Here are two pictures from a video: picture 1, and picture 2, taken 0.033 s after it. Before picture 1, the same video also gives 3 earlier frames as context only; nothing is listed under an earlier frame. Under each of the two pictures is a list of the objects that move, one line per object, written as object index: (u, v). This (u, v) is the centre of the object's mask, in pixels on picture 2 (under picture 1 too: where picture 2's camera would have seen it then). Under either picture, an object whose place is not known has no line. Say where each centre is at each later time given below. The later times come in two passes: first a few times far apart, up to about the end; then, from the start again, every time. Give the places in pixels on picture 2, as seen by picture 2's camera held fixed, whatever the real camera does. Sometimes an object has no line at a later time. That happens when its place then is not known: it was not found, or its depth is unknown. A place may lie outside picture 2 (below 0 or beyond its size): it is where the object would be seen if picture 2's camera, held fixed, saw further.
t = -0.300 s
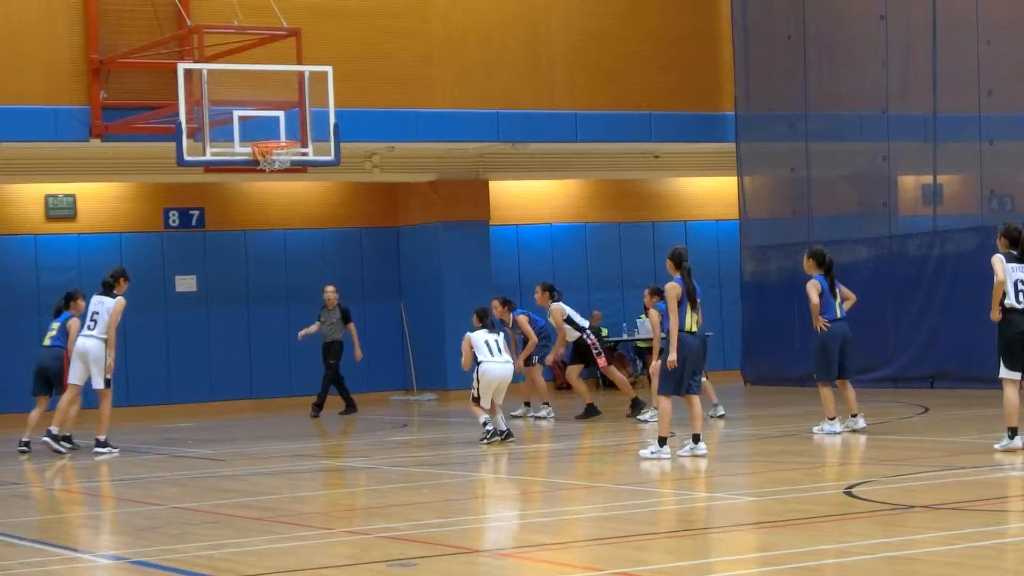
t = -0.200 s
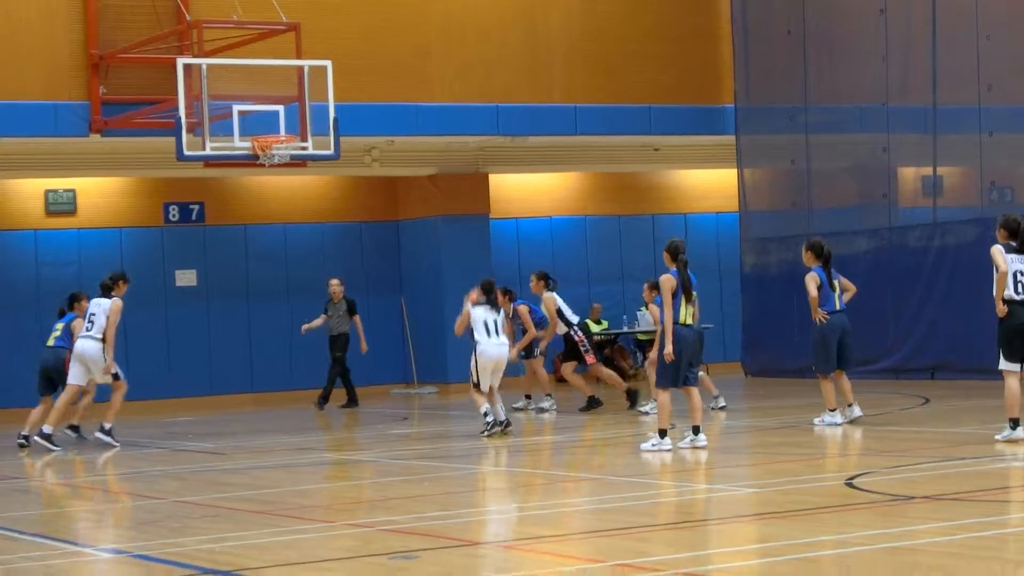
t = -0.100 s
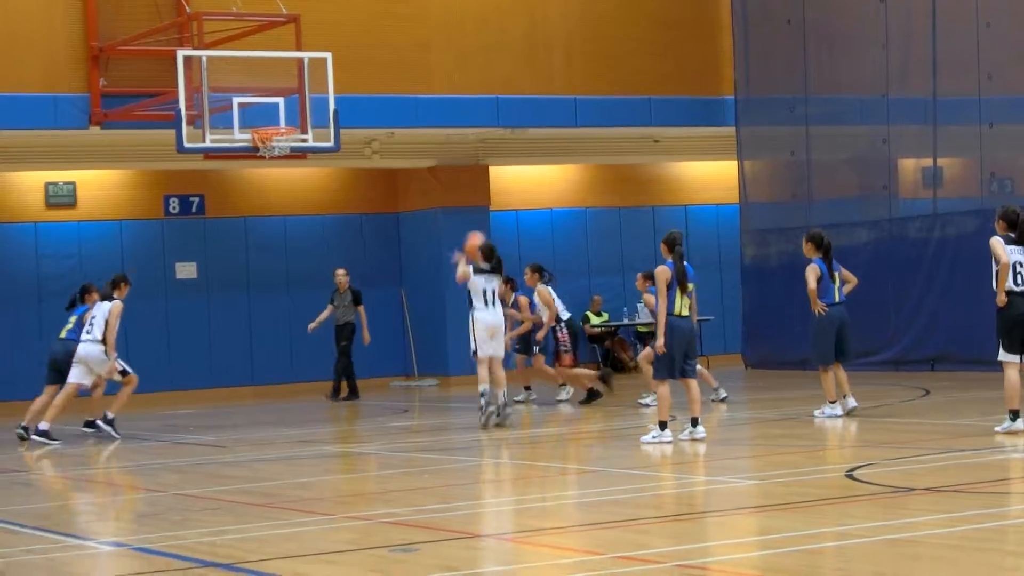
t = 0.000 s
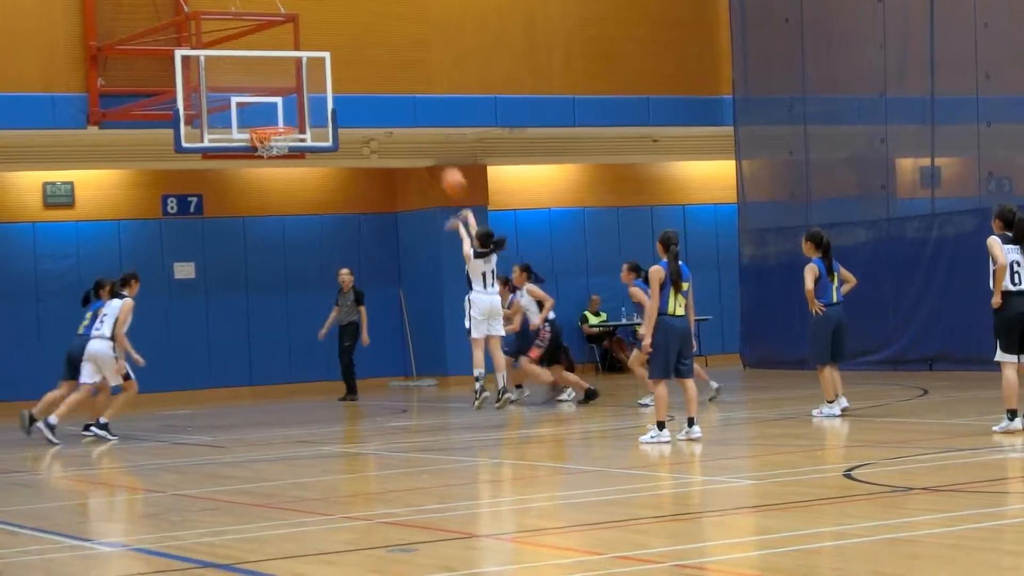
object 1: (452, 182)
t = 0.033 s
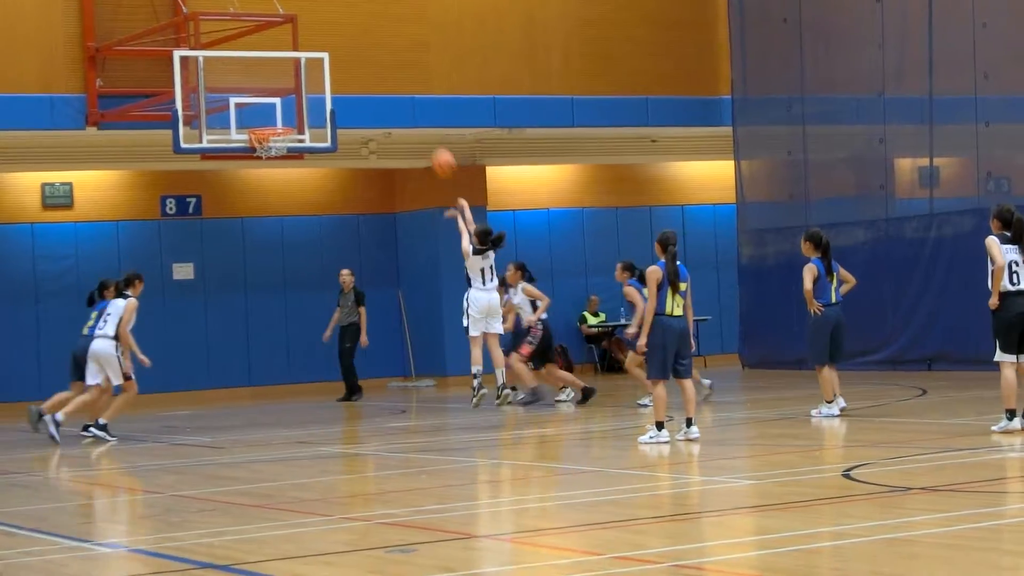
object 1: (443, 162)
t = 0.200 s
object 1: (402, 84)
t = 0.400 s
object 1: (357, 31)
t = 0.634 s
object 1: (311, 22)
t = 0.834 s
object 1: (276, 53)
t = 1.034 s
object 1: (252, 114)
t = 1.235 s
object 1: (283, 110)
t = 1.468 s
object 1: (319, 106)
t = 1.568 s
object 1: (336, 120)
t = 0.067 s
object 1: (434, 143)
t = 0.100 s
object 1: (425, 126)
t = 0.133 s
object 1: (417, 112)
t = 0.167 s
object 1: (410, 97)
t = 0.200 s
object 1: (402, 84)
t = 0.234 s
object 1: (394, 72)
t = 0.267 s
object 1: (386, 62)
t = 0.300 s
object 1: (379, 52)
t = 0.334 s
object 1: (372, 44)
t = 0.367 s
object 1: (364, 37)
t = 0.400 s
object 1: (357, 31)
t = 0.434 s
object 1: (350, 26)
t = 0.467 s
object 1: (343, 23)
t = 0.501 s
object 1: (336, 21)
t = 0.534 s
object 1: (330, 19)
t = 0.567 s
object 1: (323, 19)
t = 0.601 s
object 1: (317, 20)
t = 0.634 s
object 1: (311, 22)
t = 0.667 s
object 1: (305, 24)
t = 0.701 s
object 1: (299, 28)
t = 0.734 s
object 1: (293, 34)
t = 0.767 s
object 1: (287, 38)
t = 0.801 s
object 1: (281, 46)
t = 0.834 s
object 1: (276, 53)
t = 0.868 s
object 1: (270, 63)
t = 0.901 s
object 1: (265, 72)
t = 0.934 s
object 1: (260, 82)
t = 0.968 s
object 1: (256, 93)
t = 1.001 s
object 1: (250, 106)
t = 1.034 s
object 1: (252, 114)
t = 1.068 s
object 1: (255, 120)
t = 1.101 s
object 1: (261, 119)
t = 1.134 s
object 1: (266, 118)
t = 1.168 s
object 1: (273, 119)
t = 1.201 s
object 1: (278, 115)
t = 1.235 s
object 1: (283, 110)
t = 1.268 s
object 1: (289, 107)
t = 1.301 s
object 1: (293, 104)
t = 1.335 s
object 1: (298, 103)
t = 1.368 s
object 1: (303, 102)
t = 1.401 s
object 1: (309, 103)
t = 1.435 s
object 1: (314, 103)
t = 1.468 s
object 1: (319, 106)
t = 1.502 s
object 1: (325, 110)
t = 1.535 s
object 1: (331, 115)
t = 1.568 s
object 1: (336, 120)
